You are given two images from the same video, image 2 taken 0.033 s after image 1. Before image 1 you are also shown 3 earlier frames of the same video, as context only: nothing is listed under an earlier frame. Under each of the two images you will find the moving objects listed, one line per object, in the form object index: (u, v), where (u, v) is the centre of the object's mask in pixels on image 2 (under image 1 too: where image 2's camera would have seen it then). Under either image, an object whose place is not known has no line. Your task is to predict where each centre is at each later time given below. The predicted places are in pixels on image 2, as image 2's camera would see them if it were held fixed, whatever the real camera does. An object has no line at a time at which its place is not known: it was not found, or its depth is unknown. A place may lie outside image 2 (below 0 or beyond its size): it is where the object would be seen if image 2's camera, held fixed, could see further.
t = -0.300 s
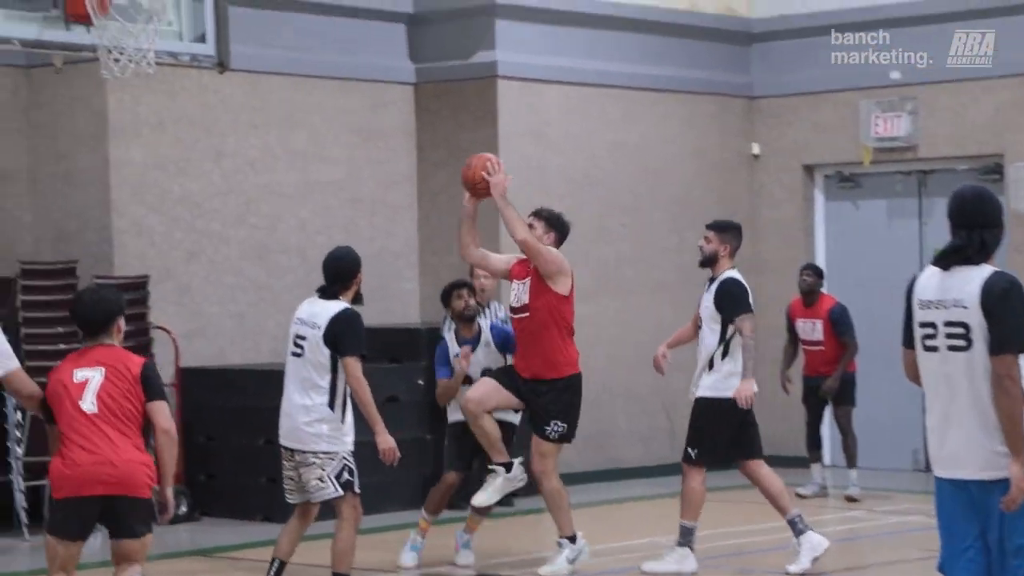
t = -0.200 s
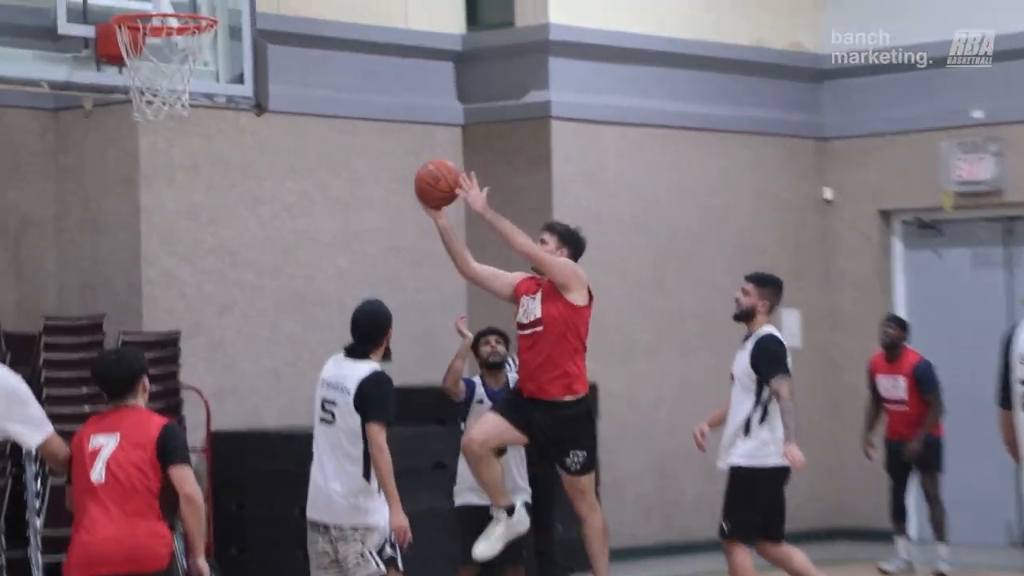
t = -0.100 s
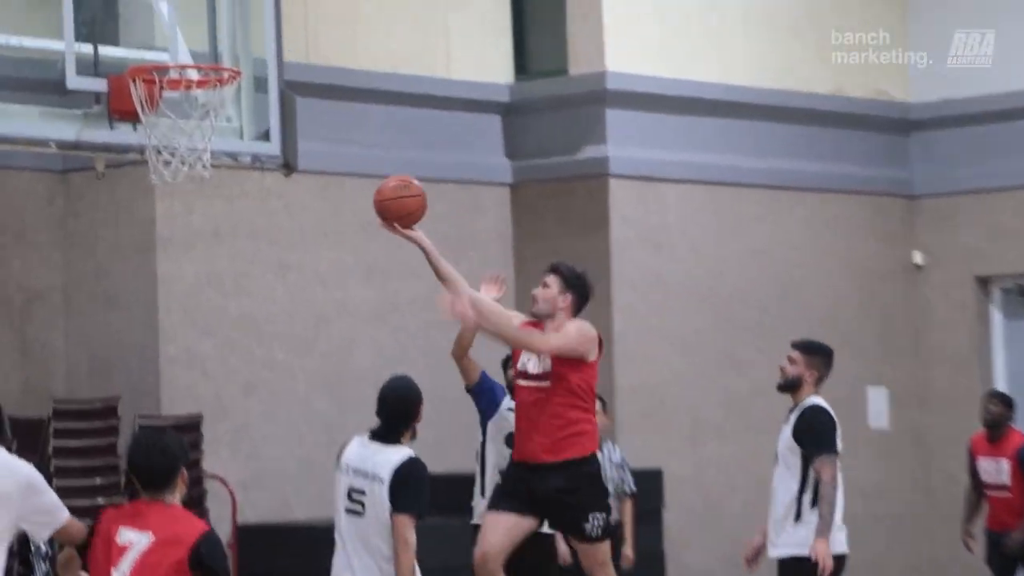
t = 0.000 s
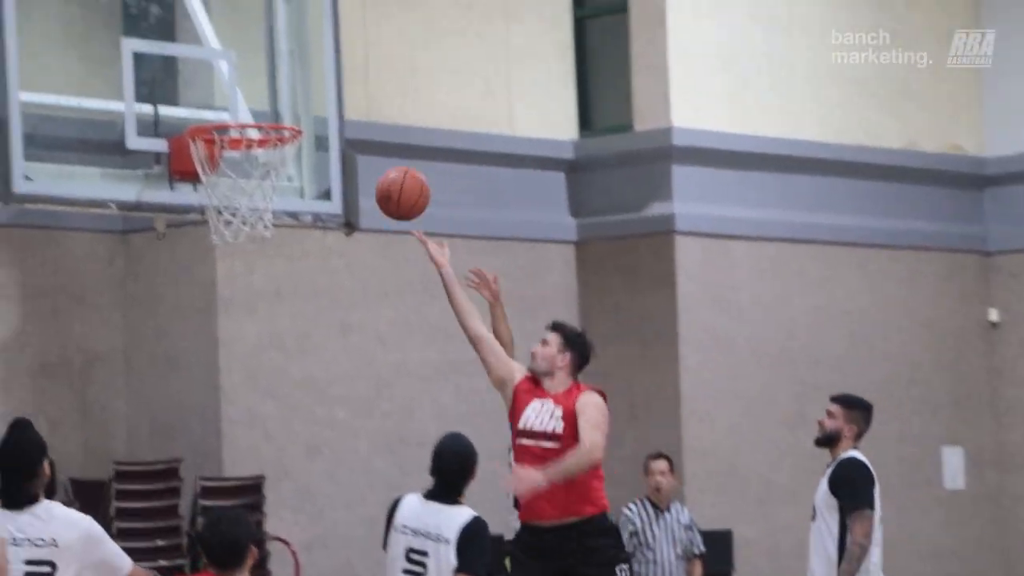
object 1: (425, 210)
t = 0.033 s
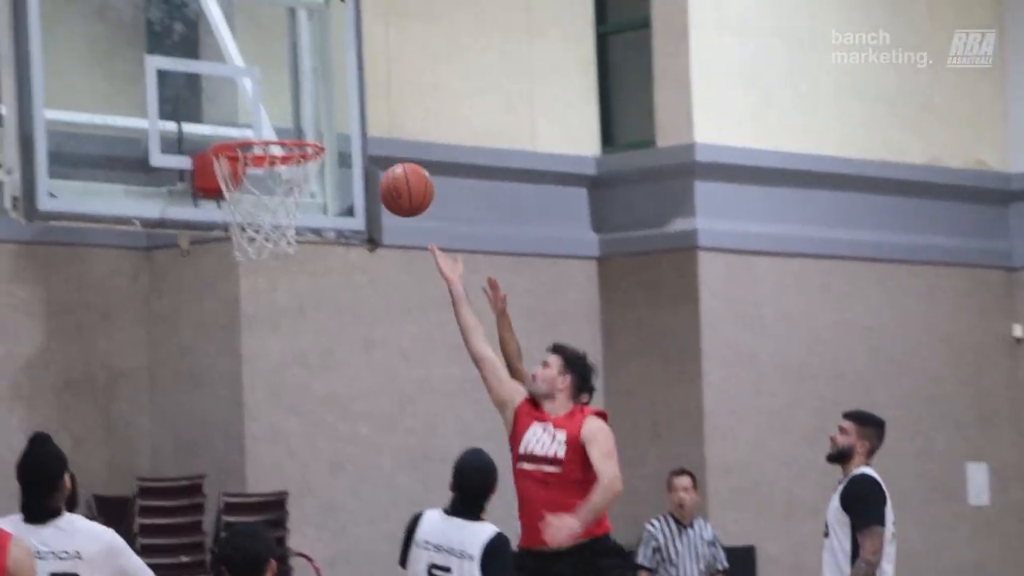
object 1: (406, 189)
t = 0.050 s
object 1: (397, 179)
